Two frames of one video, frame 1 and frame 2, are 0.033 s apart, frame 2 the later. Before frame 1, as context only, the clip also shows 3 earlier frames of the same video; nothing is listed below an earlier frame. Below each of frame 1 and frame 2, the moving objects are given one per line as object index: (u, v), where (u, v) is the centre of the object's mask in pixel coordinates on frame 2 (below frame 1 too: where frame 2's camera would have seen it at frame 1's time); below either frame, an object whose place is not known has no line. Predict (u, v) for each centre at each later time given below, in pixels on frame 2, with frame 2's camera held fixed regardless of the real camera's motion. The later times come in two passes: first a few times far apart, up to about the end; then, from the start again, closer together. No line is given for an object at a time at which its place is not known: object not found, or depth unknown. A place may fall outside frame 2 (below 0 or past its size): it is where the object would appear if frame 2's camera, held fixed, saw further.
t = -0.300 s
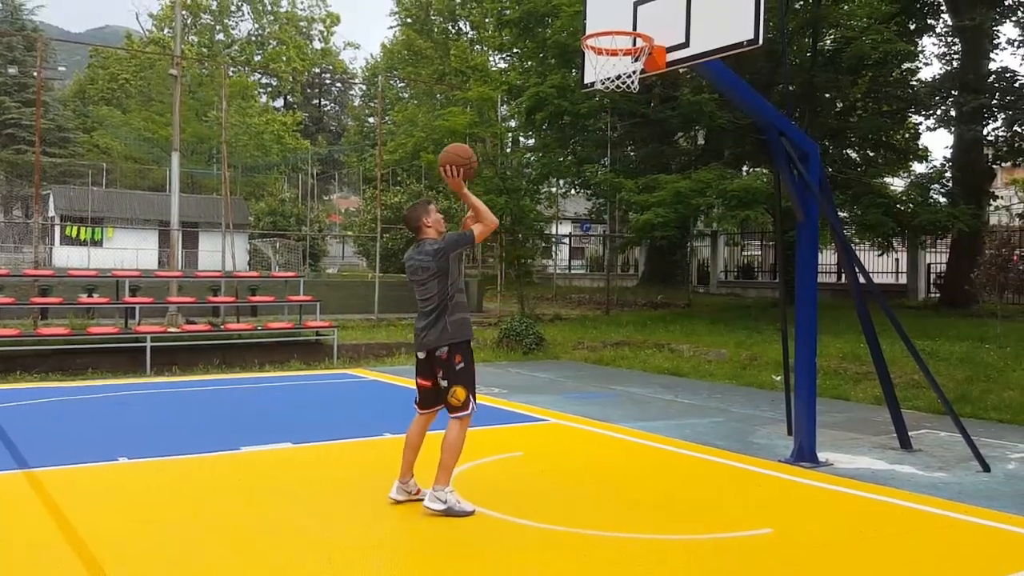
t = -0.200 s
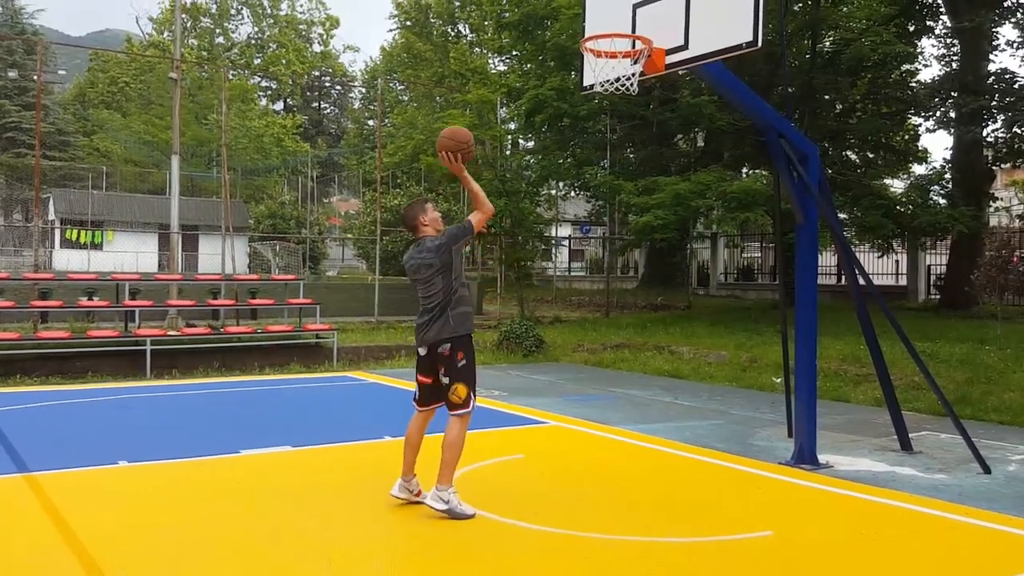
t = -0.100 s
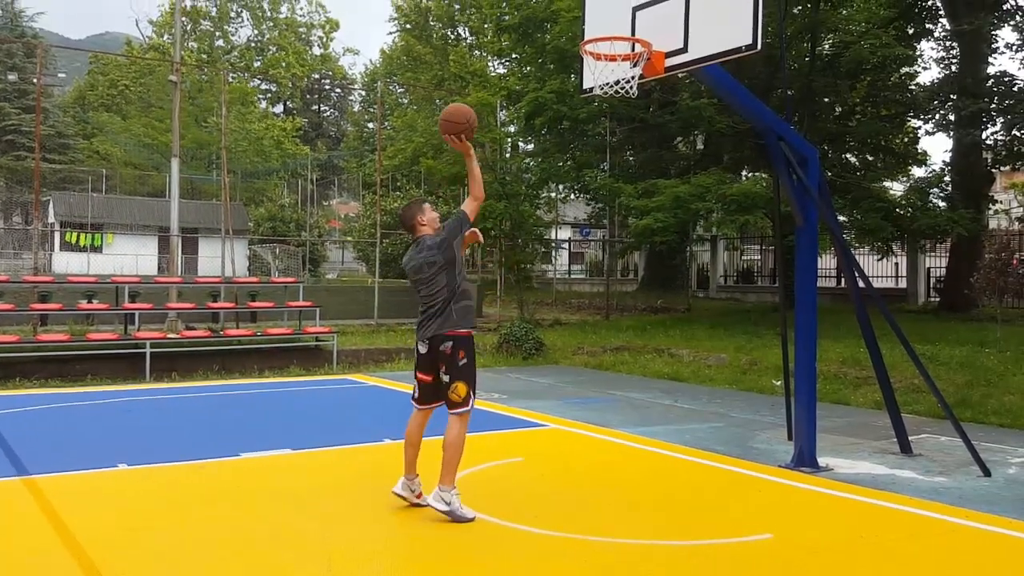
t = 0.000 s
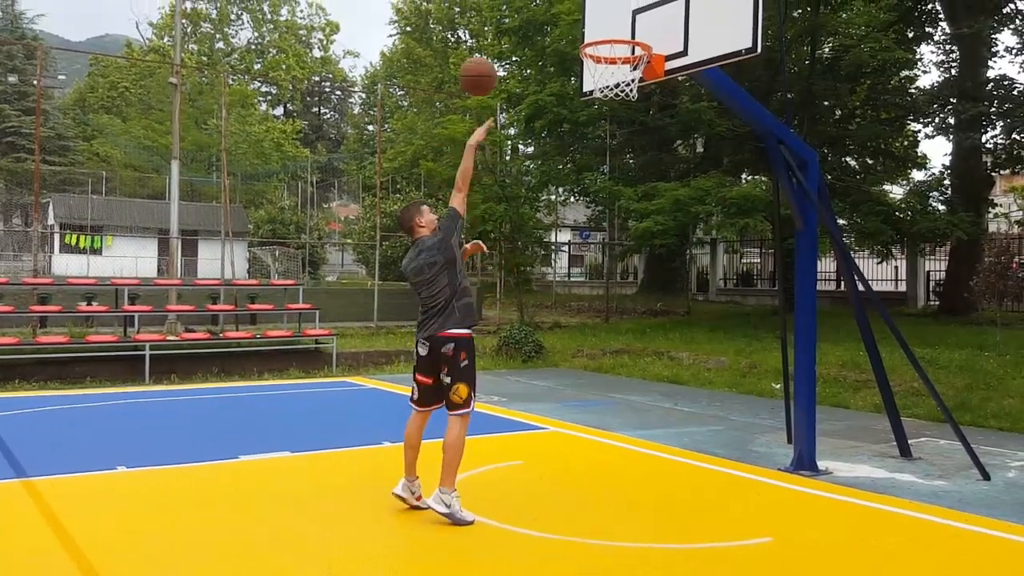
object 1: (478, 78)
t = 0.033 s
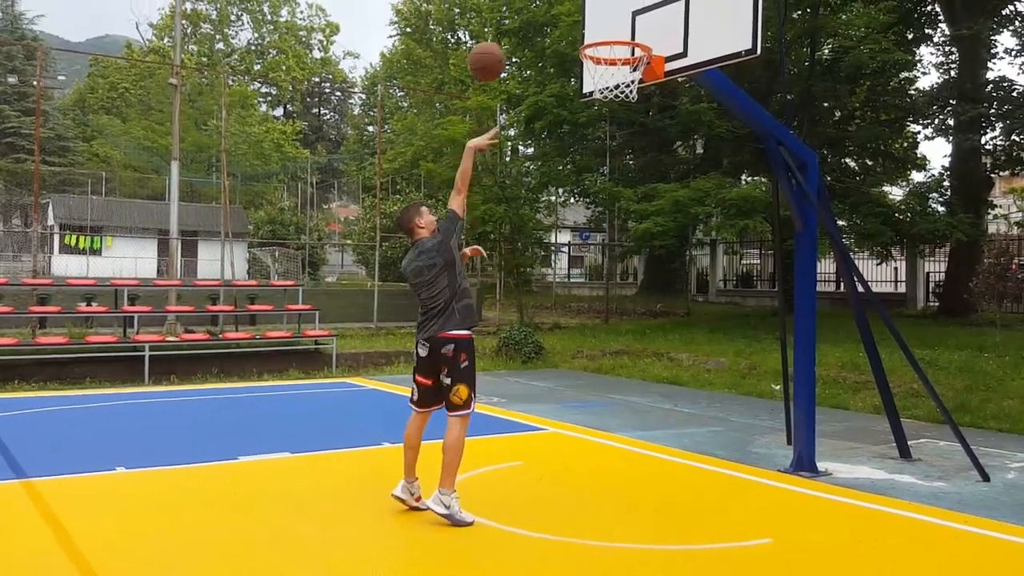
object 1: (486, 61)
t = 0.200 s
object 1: (531, 11)
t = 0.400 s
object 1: (578, 5)
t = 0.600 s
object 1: (621, 57)
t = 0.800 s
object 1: (619, 139)
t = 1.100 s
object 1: (613, 387)
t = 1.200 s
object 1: (610, 498)
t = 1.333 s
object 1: (599, 394)
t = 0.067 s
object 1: (496, 47)
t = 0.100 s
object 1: (505, 35)
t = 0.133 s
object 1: (514, 26)
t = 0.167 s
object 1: (522, 17)
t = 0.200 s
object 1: (531, 11)
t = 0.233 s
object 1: (539, 8)
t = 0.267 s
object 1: (548, 5)
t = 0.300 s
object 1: (556, 3)
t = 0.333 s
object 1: (563, 2)
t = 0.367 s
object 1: (571, 2)
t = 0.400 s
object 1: (578, 5)
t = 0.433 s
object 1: (586, 10)
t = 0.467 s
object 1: (593, 16)
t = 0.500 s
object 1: (600, 23)
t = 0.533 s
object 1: (607, 29)
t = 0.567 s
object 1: (613, 44)
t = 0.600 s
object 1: (621, 57)
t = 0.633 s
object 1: (622, 65)
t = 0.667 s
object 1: (620, 72)
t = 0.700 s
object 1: (621, 91)
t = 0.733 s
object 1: (621, 108)
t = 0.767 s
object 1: (621, 120)
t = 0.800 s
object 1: (619, 139)
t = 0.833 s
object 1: (619, 158)
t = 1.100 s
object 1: (613, 387)
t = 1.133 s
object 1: (612, 426)
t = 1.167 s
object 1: (612, 467)
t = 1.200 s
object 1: (610, 498)
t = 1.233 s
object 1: (608, 469)
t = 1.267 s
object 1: (605, 442)
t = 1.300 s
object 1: (602, 417)
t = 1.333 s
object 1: (599, 394)
